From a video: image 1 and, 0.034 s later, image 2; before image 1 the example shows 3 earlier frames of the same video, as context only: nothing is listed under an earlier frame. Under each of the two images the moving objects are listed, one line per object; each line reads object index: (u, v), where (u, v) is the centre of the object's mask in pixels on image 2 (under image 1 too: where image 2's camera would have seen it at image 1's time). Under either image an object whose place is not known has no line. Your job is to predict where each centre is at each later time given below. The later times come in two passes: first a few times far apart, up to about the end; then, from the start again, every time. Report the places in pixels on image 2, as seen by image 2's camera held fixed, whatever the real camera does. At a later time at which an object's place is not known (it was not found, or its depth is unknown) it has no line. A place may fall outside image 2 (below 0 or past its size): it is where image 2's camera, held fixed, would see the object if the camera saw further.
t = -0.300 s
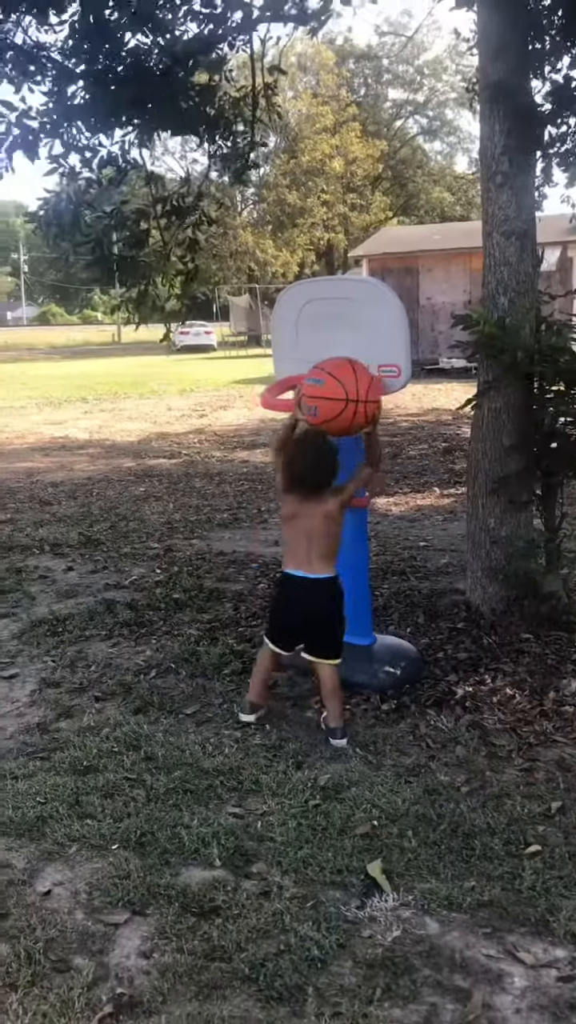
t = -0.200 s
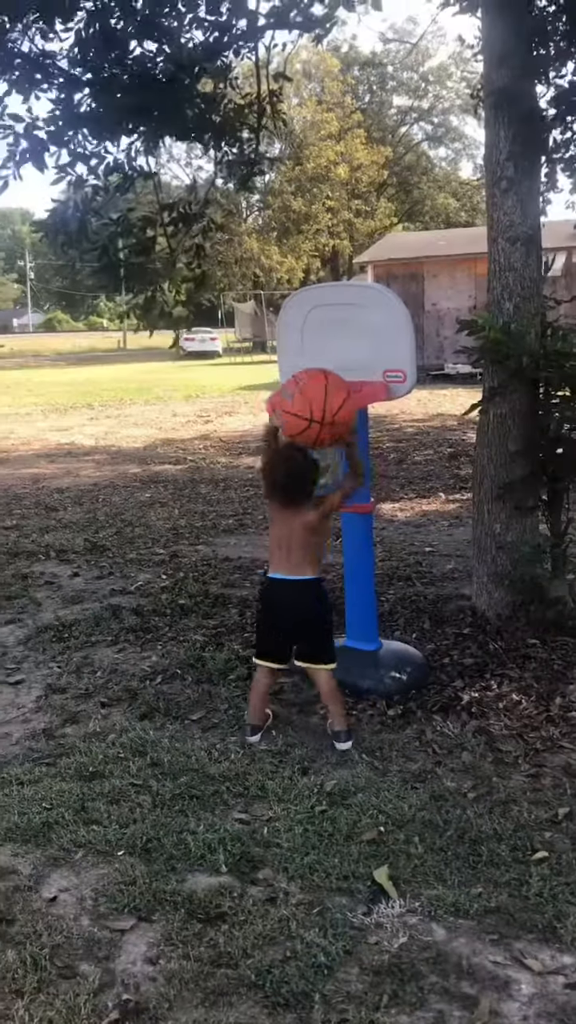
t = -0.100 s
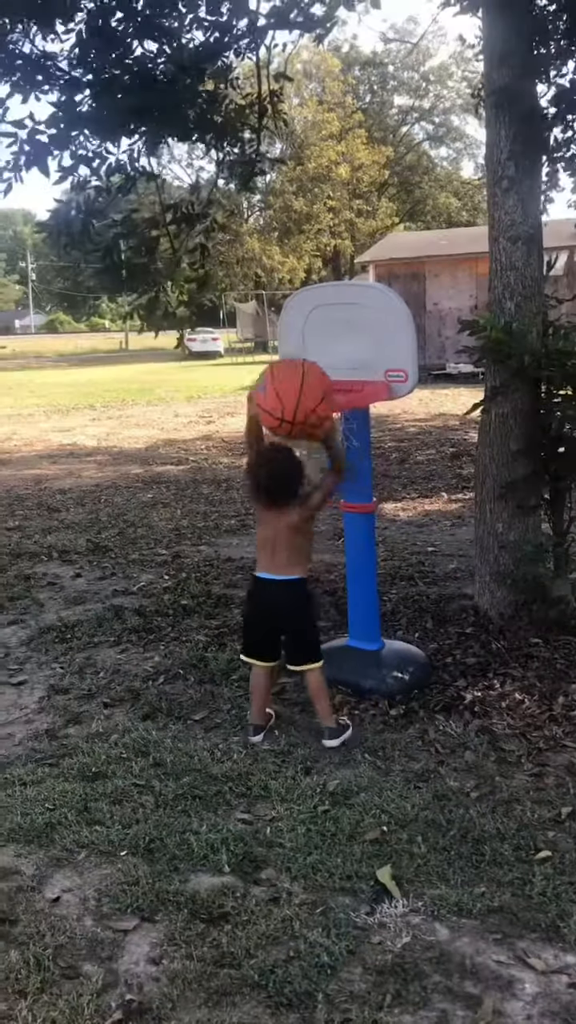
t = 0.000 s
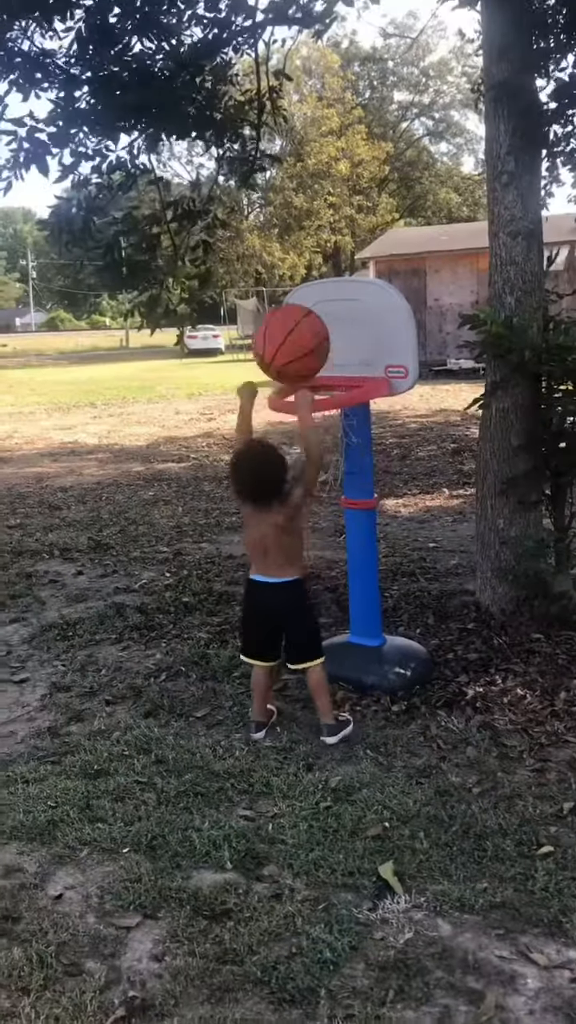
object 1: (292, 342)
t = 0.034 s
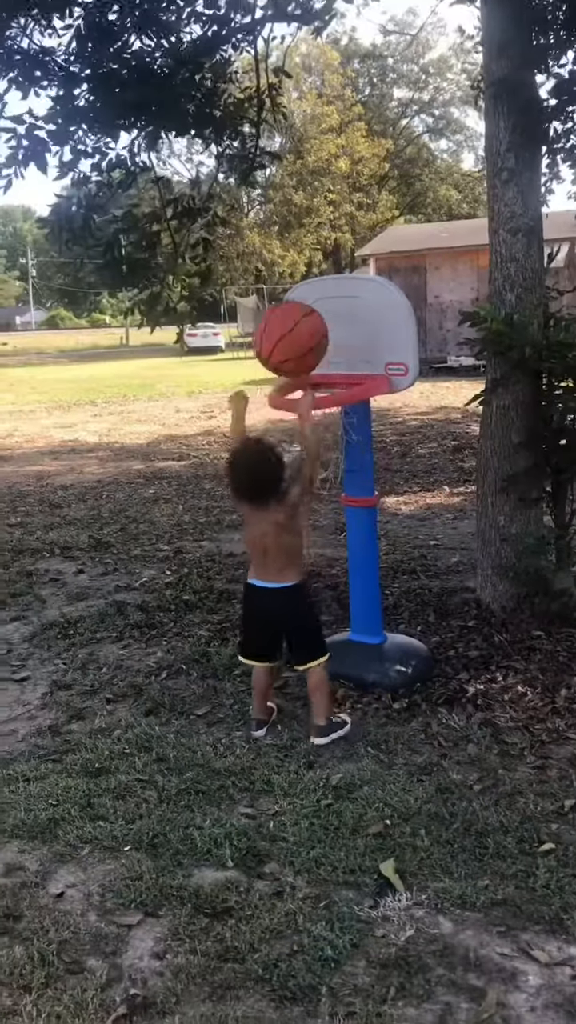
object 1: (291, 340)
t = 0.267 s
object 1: (312, 415)
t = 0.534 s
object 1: (337, 664)
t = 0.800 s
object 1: (266, 728)
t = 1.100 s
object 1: (371, 773)
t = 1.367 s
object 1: (453, 796)
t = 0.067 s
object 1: (291, 350)
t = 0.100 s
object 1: (291, 360)
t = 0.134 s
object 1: (296, 372)
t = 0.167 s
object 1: (307, 366)
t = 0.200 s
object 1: (318, 411)
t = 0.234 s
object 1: (317, 414)
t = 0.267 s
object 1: (312, 415)
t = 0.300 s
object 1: (322, 423)
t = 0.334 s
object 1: (330, 436)
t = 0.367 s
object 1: (331, 447)
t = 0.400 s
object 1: (333, 488)
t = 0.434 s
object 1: (338, 541)
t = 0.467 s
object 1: (341, 605)
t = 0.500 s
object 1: (343, 642)
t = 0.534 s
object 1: (337, 664)
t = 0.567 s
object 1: (324, 650)
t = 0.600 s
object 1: (310, 650)
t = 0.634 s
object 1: (303, 656)
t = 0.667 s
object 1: (290, 675)
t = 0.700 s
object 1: (275, 708)
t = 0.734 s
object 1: (261, 741)
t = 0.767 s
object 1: (255, 740)
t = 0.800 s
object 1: (266, 728)
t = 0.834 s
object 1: (283, 731)
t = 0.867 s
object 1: (302, 748)
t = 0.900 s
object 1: (308, 753)
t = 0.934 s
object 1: (317, 750)
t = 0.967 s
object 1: (326, 760)
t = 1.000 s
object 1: (338, 764)
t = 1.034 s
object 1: (346, 766)
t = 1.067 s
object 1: (358, 769)
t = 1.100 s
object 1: (371, 773)
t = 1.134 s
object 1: (385, 775)
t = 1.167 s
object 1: (392, 777)
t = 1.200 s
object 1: (405, 780)
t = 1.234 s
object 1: (418, 787)
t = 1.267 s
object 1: (429, 791)
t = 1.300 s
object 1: (434, 792)
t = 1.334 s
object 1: (445, 794)
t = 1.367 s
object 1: (453, 796)
